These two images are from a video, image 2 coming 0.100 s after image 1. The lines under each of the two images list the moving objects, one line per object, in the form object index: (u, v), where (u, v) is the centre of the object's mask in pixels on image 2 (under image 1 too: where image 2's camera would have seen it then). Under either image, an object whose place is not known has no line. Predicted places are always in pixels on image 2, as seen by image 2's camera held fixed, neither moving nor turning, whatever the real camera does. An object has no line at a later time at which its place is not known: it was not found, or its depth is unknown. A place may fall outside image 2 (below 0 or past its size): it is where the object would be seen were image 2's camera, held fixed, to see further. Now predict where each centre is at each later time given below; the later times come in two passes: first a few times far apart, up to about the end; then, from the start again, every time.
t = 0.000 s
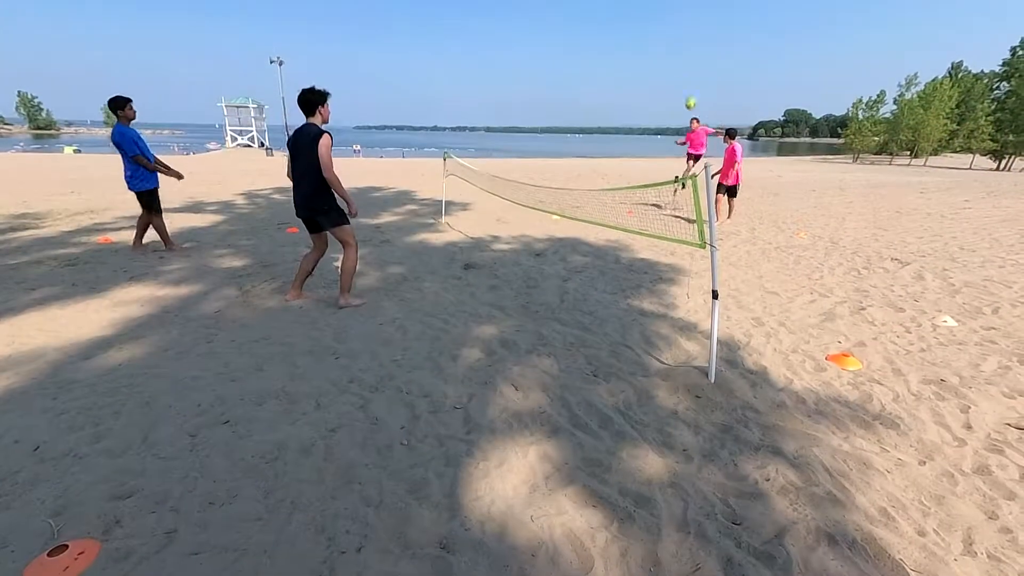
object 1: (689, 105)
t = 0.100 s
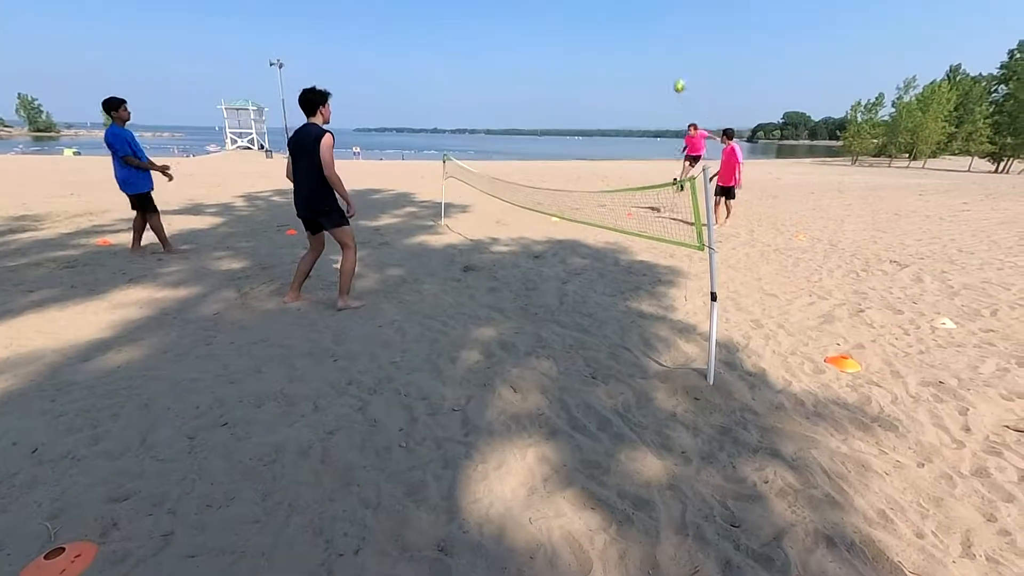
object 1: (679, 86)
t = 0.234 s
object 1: (664, 66)
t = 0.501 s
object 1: (621, 59)
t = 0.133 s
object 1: (676, 81)
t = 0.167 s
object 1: (672, 75)
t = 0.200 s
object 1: (668, 70)
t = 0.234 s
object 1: (664, 66)
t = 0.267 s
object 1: (659, 63)
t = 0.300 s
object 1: (655, 59)
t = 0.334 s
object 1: (650, 58)
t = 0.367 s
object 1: (644, 56)
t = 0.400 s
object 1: (639, 56)
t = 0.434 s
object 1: (633, 56)
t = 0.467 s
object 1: (627, 58)
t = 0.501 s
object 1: (621, 59)
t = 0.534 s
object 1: (614, 63)
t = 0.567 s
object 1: (608, 67)
